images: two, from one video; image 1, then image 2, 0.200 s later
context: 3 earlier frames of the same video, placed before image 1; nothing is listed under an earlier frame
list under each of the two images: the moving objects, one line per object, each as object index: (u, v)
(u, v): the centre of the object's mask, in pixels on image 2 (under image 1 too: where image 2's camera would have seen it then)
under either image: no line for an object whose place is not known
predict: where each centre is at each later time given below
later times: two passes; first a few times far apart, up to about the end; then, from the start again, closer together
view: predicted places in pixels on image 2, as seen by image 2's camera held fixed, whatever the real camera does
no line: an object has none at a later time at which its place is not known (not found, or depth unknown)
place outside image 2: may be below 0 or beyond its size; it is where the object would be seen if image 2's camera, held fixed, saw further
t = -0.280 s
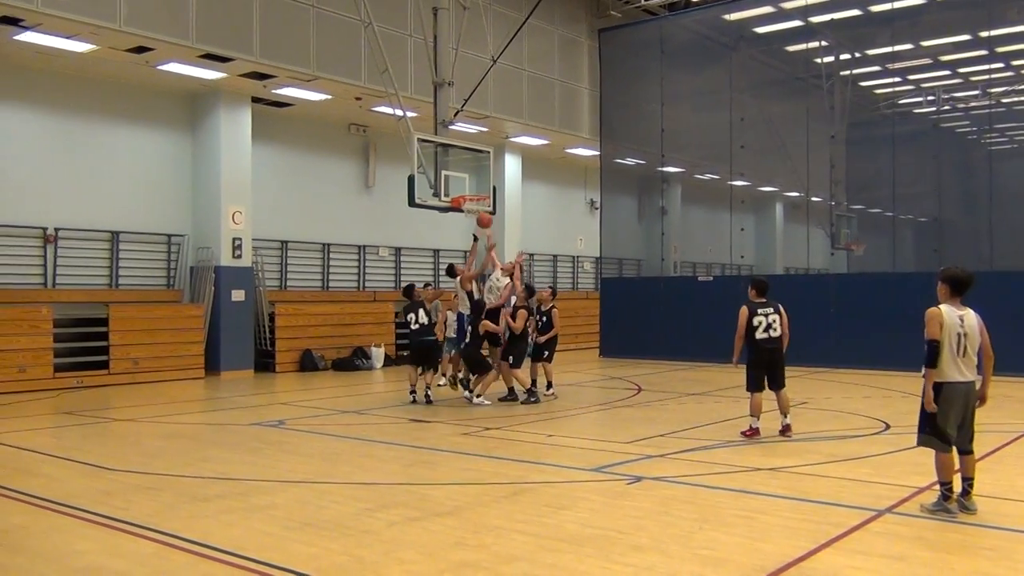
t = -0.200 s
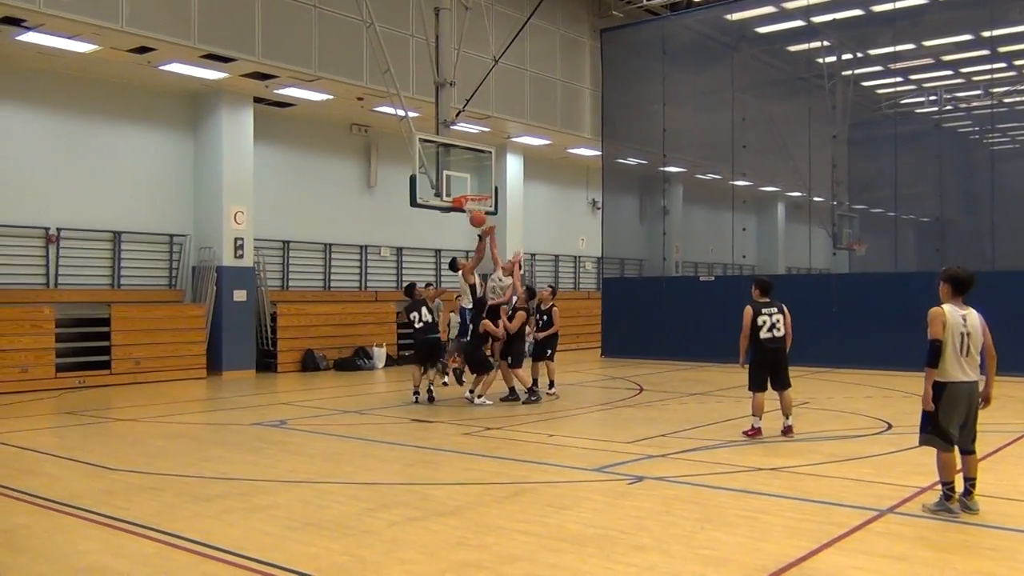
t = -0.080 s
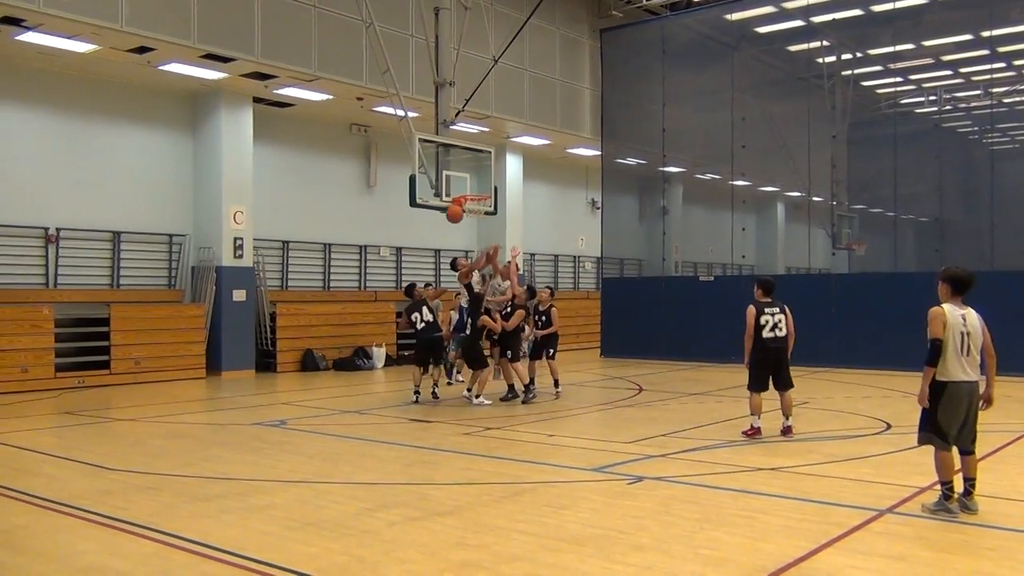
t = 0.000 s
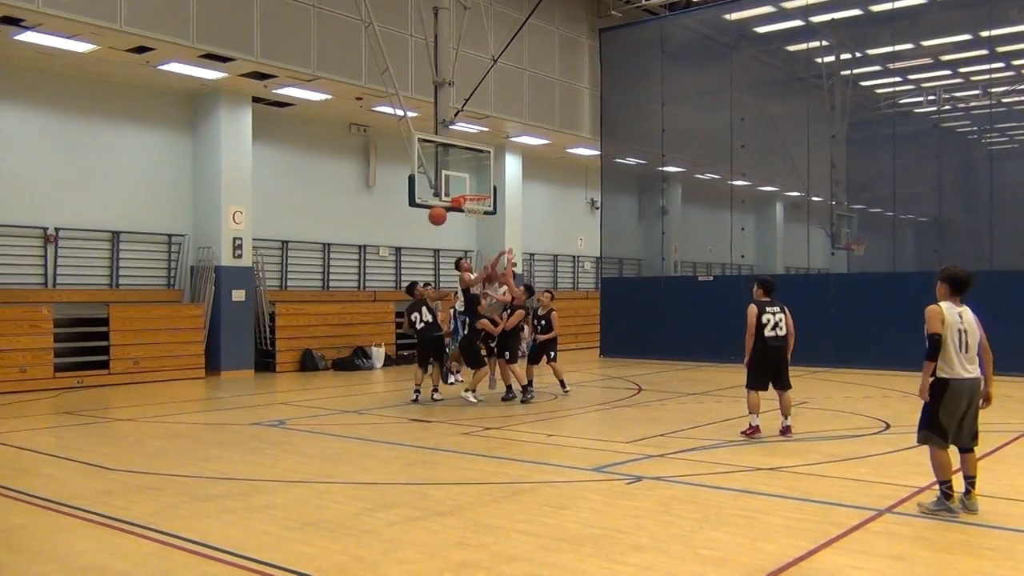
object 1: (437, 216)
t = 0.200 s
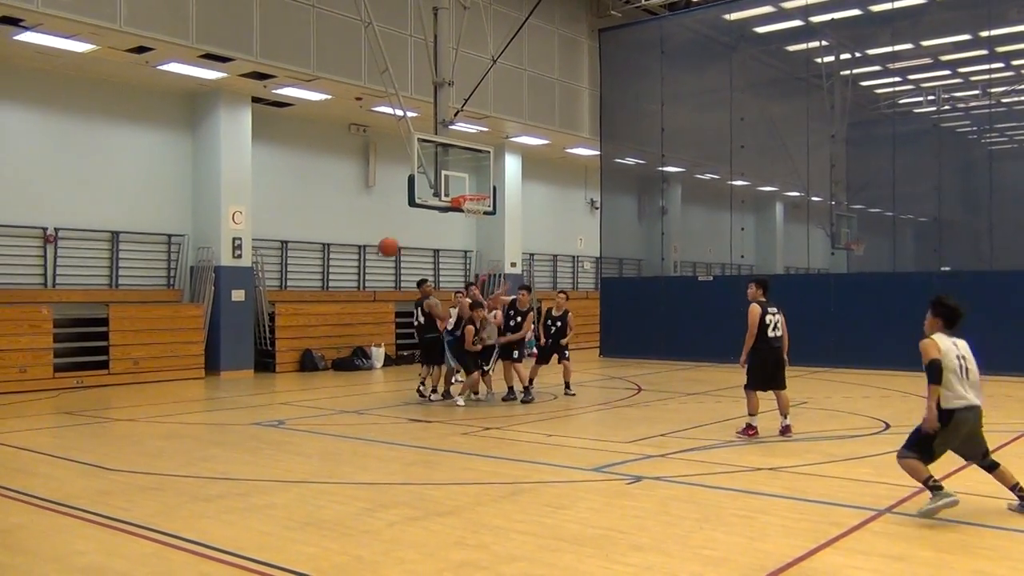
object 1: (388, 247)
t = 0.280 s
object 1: (366, 271)
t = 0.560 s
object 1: (265, 430)
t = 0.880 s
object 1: (162, 320)
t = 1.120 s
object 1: (65, 265)
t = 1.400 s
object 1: (-83, 298)
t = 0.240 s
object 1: (377, 257)
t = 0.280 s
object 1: (366, 271)
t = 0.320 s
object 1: (354, 285)
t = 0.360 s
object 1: (341, 303)
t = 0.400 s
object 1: (326, 323)
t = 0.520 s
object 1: (282, 399)
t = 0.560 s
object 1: (265, 430)
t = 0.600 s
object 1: (248, 451)
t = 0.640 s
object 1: (237, 429)
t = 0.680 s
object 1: (226, 407)
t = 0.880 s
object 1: (162, 320)
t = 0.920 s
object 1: (148, 306)
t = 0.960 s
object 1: (133, 295)
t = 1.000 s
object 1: (117, 285)
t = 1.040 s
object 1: (101, 276)
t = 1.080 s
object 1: (83, 269)
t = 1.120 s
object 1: (65, 265)
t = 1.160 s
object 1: (47, 263)
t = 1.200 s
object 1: (28, 262)
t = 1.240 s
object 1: (8, 263)
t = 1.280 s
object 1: (-14, 268)
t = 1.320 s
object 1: (-36, 275)
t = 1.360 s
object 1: (-58, 285)
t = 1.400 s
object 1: (-83, 298)
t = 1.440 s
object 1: (-109, 315)
